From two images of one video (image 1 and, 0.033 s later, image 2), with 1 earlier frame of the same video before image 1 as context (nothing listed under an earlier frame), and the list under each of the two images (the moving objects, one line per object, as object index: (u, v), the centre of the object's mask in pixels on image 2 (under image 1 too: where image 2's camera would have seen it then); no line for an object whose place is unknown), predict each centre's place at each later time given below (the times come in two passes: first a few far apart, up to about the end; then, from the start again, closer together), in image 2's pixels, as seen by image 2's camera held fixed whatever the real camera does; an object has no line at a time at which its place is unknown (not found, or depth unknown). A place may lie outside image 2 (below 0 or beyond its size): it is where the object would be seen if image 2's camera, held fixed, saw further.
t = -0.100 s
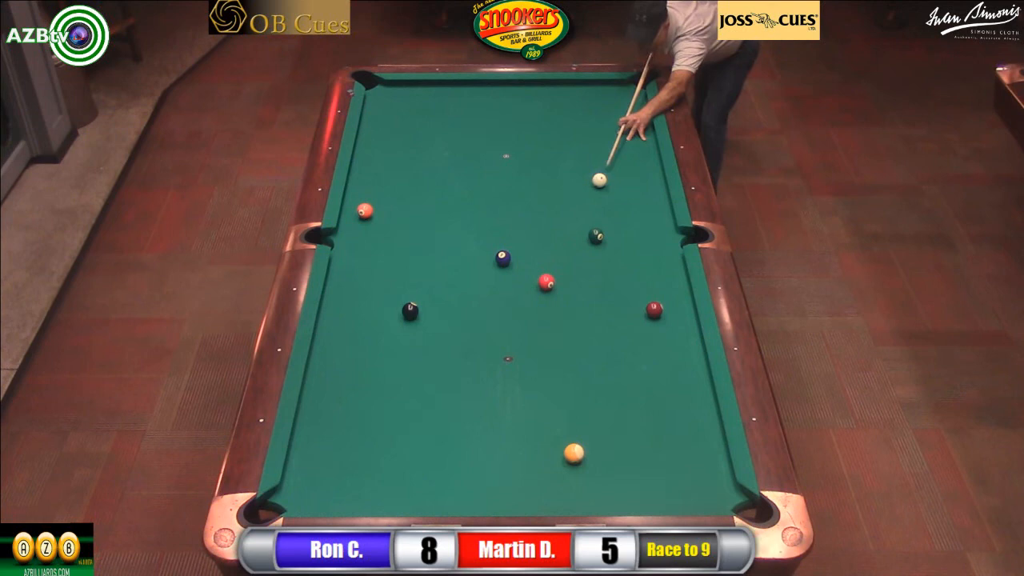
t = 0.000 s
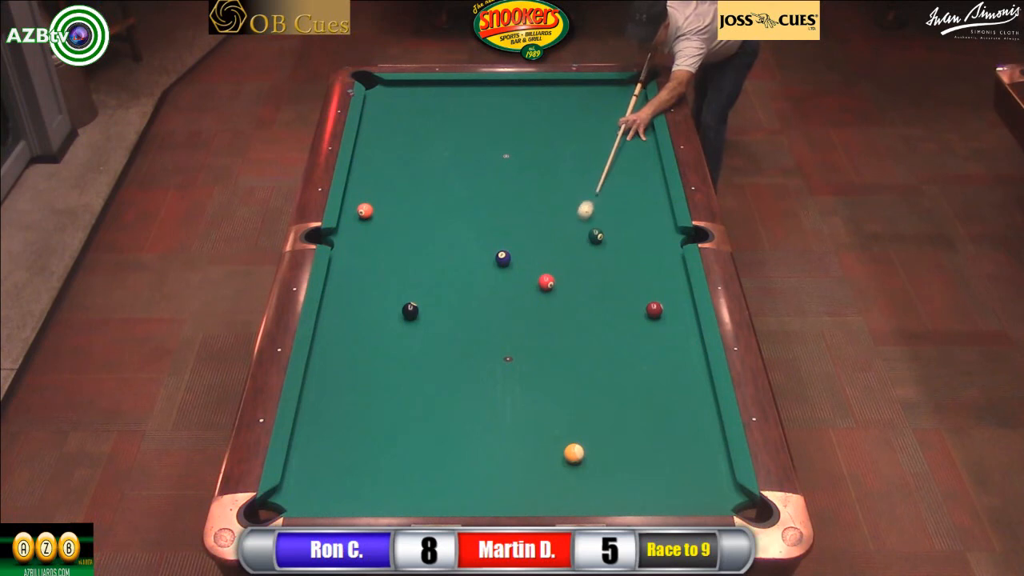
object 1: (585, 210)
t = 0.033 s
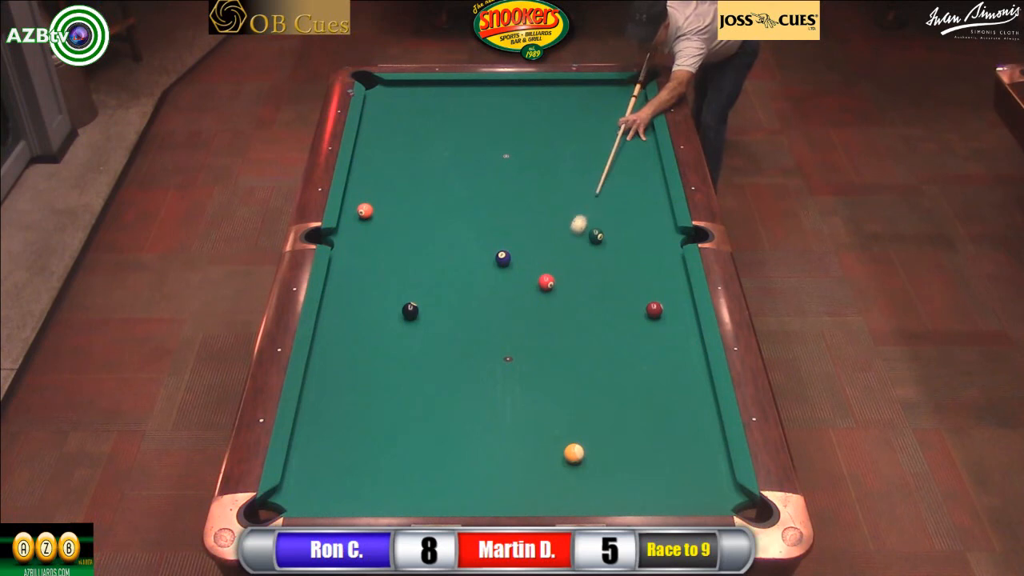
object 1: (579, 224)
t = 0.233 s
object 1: (573, 282)
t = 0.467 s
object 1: (609, 293)
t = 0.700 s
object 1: (643, 300)
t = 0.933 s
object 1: (663, 297)
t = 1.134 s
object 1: (679, 294)
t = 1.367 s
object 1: (677, 288)
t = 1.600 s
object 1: (667, 282)
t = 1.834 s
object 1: (658, 277)
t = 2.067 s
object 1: (650, 273)
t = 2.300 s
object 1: (643, 268)
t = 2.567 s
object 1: (637, 264)
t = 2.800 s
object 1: (632, 262)
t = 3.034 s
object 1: (629, 259)
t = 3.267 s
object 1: (626, 257)
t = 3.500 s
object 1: (624, 256)
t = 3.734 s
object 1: (623, 255)
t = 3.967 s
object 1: (622, 255)
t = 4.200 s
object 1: (622, 255)
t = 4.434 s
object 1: (622, 255)
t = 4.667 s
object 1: (622, 255)
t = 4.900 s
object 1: (622, 255)
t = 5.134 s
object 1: (622, 255)
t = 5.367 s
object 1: (622, 255)
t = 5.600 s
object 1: (622, 255)
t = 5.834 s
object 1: (622, 255)
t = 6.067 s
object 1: (622, 255)
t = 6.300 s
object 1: (622, 255)
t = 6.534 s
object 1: (622, 255)
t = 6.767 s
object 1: (622, 255)
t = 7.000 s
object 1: (622, 255)
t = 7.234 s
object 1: (622, 255)
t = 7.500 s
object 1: (622, 255)
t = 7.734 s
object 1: (622, 255)
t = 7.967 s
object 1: (622, 255)
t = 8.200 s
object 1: (622, 255)
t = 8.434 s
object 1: (622, 255)
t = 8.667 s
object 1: (622, 255)
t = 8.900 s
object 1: (622, 255)
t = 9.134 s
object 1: (622, 255)
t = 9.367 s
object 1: (622, 255)
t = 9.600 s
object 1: (622, 255)
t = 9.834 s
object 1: (622, 255)
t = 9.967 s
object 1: (622, 255)
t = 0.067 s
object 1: (572, 239)
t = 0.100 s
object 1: (565, 254)
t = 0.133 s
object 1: (558, 269)
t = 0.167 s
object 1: (560, 276)
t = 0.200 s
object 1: (567, 280)
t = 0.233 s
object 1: (573, 282)
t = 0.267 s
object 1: (578, 284)
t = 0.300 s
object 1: (584, 286)
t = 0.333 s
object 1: (589, 287)
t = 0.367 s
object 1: (594, 289)
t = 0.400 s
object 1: (599, 290)
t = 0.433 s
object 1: (604, 291)
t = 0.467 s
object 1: (609, 293)
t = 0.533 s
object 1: (619, 295)
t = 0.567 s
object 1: (625, 296)
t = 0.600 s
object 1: (630, 298)
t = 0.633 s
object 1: (634, 299)
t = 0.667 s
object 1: (639, 300)
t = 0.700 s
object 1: (643, 300)
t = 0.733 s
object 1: (646, 300)
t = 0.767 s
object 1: (649, 299)
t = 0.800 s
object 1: (652, 299)
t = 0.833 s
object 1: (655, 298)
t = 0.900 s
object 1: (657, 298)
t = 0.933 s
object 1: (663, 297)
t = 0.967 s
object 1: (666, 296)
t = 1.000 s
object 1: (668, 296)
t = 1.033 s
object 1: (671, 295)
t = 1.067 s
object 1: (674, 295)
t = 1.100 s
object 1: (676, 294)
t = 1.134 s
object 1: (679, 294)
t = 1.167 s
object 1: (681, 293)
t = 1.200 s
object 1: (684, 293)
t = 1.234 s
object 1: (684, 292)
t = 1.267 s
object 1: (682, 291)
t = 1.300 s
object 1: (680, 290)
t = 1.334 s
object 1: (679, 289)
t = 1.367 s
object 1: (677, 288)
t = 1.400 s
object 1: (676, 288)
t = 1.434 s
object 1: (674, 287)
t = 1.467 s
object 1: (673, 286)
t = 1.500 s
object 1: (671, 285)
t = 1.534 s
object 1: (670, 284)
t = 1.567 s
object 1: (669, 283)
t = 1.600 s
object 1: (667, 282)
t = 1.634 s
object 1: (666, 282)
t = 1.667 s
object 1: (665, 281)
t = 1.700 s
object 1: (663, 280)
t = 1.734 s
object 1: (662, 279)
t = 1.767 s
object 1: (661, 279)
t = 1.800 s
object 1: (660, 278)
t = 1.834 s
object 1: (658, 277)
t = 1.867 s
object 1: (657, 276)
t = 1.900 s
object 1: (656, 276)
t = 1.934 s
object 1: (655, 275)
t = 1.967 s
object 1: (654, 274)
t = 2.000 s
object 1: (653, 274)
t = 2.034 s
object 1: (651, 273)
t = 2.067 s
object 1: (650, 273)
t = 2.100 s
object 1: (649, 272)
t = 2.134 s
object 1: (648, 271)
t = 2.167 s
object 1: (647, 271)
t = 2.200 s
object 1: (646, 270)
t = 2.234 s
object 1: (645, 269)
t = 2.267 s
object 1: (644, 269)
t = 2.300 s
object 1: (643, 268)
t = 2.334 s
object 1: (642, 268)
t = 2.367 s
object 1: (642, 267)
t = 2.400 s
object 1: (641, 267)
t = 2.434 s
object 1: (640, 266)
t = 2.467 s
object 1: (639, 266)
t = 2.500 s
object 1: (638, 265)
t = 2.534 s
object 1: (638, 265)
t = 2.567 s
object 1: (637, 264)
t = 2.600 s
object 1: (636, 264)
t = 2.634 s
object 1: (635, 264)
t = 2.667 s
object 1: (635, 263)
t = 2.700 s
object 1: (634, 263)
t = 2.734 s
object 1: (634, 263)
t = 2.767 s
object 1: (633, 262)
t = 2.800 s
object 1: (632, 262)
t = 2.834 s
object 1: (632, 261)
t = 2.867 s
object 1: (631, 261)
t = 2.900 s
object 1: (631, 260)
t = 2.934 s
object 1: (630, 260)
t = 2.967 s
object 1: (630, 260)
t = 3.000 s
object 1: (629, 259)
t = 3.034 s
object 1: (629, 259)
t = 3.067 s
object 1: (628, 259)
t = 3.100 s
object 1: (628, 258)
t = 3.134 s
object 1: (627, 258)
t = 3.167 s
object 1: (627, 258)
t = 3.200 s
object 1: (627, 258)
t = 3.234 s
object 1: (626, 257)
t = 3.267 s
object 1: (626, 257)
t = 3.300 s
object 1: (626, 257)
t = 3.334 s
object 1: (626, 257)
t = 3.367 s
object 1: (625, 256)
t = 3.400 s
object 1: (625, 256)
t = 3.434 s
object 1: (625, 256)
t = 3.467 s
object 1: (624, 256)
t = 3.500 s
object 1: (624, 256)
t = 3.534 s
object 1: (624, 256)
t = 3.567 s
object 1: (624, 256)
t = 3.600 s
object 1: (623, 256)
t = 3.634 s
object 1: (623, 256)
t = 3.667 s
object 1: (623, 255)
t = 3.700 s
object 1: (623, 255)
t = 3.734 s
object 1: (623, 255)
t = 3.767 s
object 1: (623, 255)
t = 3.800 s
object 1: (623, 255)
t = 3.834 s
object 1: (623, 255)
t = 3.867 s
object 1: (623, 255)
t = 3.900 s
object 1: (622, 255)
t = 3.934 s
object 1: (622, 255)
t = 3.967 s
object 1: (622, 255)
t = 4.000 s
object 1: (622, 255)
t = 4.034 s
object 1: (622, 255)
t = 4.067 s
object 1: (622, 255)
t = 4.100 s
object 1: (622, 255)
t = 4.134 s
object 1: (622, 255)
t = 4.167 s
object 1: (622, 255)
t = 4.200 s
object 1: (622, 255)
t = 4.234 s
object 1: (622, 255)
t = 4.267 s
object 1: (622, 255)
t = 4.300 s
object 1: (622, 255)
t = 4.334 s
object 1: (622, 255)
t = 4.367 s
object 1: (622, 255)
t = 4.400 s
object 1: (622, 255)
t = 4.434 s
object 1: (622, 255)
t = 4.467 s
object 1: (622, 255)
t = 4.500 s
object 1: (622, 255)
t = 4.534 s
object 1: (622, 255)
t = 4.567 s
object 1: (622, 255)
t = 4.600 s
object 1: (622, 255)
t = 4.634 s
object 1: (622, 255)
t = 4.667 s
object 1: (622, 255)
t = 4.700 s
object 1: (622, 255)
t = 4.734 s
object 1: (622, 255)
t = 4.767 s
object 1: (622, 255)
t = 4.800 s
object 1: (622, 255)
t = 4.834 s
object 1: (622, 255)
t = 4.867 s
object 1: (622, 255)
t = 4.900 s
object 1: (622, 255)
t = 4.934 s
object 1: (622, 255)
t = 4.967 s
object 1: (622, 255)
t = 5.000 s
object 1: (622, 255)
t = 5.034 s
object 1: (622, 255)
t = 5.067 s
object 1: (622, 255)
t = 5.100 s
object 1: (622, 255)
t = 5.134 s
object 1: (622, 255)
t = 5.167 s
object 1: (622, 255)
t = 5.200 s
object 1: (622, 255)
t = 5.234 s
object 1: (622, 255)
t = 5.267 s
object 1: (622, 255)
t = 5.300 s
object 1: (622, 255)
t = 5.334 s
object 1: (622, 255)
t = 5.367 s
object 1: (622, 255)
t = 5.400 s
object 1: (622, 255)
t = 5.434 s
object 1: (622, 255)
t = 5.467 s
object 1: (622, 255)
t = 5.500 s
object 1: (622, 255)
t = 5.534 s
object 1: (622, 255)
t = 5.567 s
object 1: (622, 255)
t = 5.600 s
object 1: (622, 255)
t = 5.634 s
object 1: (622, 255)
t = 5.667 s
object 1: (622, 255)
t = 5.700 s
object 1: (622, 255)
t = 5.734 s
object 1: (622, 255)
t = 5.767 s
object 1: (622, 255)
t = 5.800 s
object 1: (622, 255)
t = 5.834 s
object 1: (622, 255)
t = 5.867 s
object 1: (622, 255)
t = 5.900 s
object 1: (622, 255)
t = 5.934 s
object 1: (622, 255)
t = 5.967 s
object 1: (622, 255)
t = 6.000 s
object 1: (622, 255)
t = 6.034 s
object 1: (622, 255)
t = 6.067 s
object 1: (622, 255)
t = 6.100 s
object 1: (622, 255)
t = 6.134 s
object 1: (622, 255)
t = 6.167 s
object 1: (622, 255)
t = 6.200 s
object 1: (622, 255)
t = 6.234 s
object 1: (622, 255)
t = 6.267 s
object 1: (622, 255)
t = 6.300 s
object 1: (622, 255)
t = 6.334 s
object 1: (622, 255)
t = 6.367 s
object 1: (622, 255)
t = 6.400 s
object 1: (622, 255)
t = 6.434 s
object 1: (622, 255)
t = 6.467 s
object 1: (622, 255)
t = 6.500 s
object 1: (622, 255)
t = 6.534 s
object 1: (622, 255)
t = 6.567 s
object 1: (622, 255)
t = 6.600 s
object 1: (622, 255)
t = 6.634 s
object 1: (622, 255)
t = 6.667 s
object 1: (622, 255)
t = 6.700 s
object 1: (622, 255)
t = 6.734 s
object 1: (622, 255)
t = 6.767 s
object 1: (622, 255)
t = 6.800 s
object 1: (622, 255)
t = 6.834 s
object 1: (622, 255)
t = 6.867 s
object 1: (622, 255)
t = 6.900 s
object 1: (622, 255)
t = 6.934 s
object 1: (622, 255)
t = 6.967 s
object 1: (622, 255)
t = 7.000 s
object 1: (622, 255)
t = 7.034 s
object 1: (622, 255)
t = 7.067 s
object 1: (622, 255)
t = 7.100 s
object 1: (622, 255)
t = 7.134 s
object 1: (622, 255)
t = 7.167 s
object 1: (622, 255)
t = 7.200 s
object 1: (622, 255)
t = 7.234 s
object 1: (622, 255)
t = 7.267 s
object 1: (622, 255)
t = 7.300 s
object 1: (622, 255)
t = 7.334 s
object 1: (622, 255)
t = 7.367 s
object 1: (622, 255)
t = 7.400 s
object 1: (622, 255)
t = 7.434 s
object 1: (622, 255)
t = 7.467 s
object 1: (622, 255)
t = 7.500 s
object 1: (622, 255)
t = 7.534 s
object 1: (622, 255)
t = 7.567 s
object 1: (622, 255)
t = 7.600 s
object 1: (622, 255)
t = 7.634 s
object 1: (622, 255)
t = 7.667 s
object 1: (622, 255)
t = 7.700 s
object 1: (622, 255)
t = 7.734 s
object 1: (622, 255)
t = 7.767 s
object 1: (622, 255)
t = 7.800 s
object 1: (622, 255)
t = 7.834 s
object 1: (622, 255)
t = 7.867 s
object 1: (622, 255)
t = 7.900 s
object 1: (622, 255)
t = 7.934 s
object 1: (622, 255)
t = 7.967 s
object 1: (622, 255)
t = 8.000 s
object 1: (622, 255)
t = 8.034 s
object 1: (622, 255)
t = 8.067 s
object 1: (622, 255)
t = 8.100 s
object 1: (622, 255)
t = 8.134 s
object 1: (622, 255)
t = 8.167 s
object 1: (622, 255)
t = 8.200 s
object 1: (622, 255)
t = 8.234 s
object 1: (622, 255)
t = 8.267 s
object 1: (622, 255)
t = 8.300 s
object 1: (622, 255)
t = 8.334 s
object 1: (622, 255)
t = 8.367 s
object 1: (622, 255)
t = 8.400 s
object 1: (622, 255)
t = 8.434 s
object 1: (622, 255)
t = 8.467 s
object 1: (622, 255)
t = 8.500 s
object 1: (622, 255)
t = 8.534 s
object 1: (622, 255)
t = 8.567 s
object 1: (622, 255)
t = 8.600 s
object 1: (622, 255)
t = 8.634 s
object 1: (622, 255)
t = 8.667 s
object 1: (622, 255)
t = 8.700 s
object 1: (622, 255)
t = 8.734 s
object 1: (622, 255)
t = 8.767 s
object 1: (622, 255)
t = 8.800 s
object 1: (622, 255)
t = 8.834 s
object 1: (622, 255)
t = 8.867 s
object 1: (622, 255)
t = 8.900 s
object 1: (622, 255)
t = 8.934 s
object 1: (622, 255)
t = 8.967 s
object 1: (622, 255)
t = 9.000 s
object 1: (622, 255)
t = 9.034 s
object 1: (622, 255)
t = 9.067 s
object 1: (622, 255)
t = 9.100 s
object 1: (622, 255)
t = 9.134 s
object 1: (622, 255)
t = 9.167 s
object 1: (622, 255)
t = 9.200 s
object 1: (622, 255)
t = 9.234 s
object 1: (622, 255)
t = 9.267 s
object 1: (622, 255)
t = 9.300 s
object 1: (622, 255)
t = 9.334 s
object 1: (622, 255)
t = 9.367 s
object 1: (622, 255)
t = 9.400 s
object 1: (622, 255)
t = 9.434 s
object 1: (622, 255)
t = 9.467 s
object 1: (622, 255)
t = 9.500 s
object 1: (622, 255)
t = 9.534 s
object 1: (622, 255)
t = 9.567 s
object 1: (622, 255)
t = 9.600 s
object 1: (622, 255)
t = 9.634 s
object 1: (622, 255)
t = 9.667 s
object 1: (622, 255)
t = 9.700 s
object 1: (622, 255)
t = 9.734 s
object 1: (622, 255)
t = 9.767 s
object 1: (622, 255)
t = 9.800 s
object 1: (622, 255)
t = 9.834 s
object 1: (622, 255)
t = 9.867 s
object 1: (622, 255)
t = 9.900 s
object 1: (622, 255)
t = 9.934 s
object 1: (622, 255)
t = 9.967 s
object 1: (622, 255)
